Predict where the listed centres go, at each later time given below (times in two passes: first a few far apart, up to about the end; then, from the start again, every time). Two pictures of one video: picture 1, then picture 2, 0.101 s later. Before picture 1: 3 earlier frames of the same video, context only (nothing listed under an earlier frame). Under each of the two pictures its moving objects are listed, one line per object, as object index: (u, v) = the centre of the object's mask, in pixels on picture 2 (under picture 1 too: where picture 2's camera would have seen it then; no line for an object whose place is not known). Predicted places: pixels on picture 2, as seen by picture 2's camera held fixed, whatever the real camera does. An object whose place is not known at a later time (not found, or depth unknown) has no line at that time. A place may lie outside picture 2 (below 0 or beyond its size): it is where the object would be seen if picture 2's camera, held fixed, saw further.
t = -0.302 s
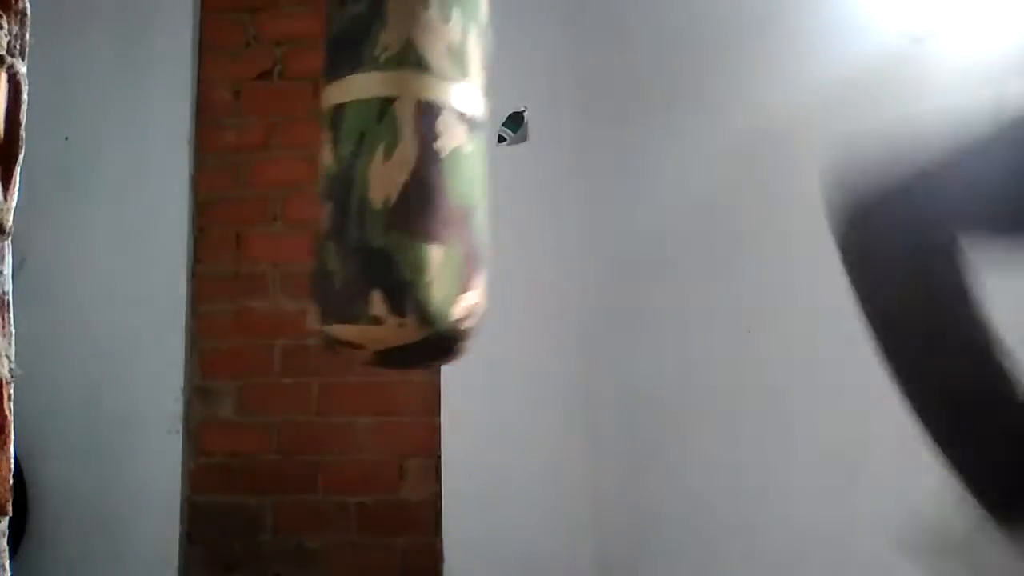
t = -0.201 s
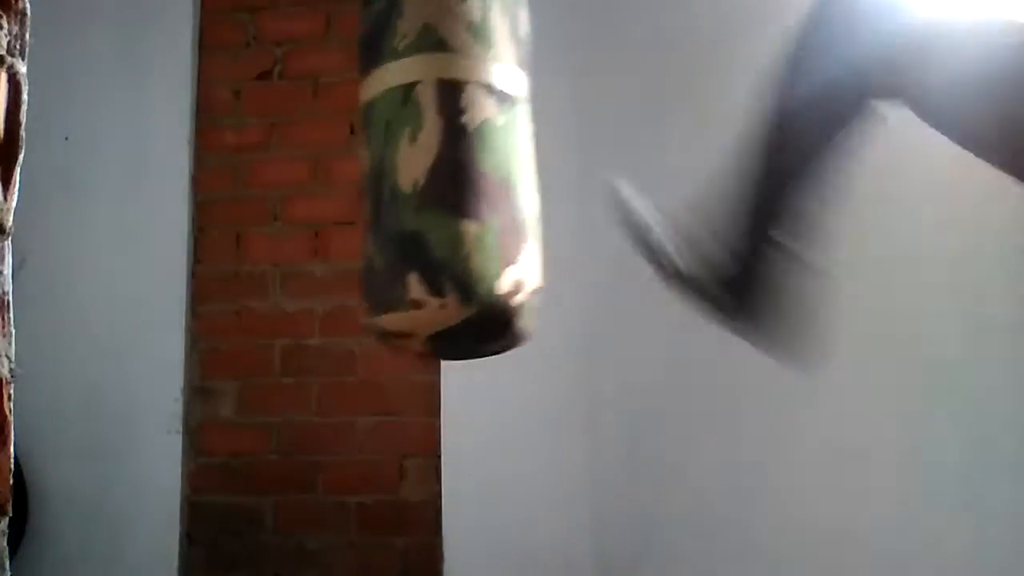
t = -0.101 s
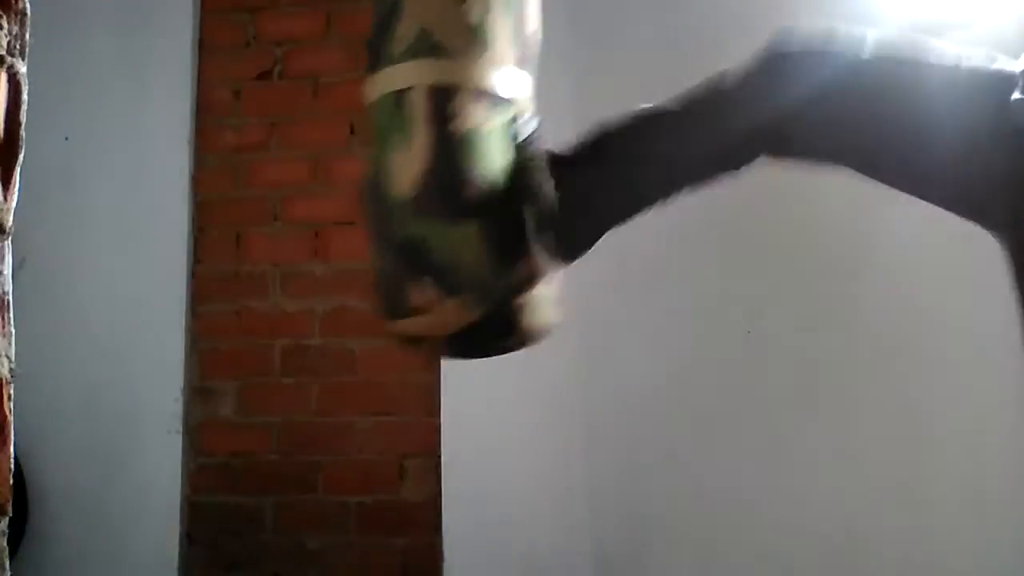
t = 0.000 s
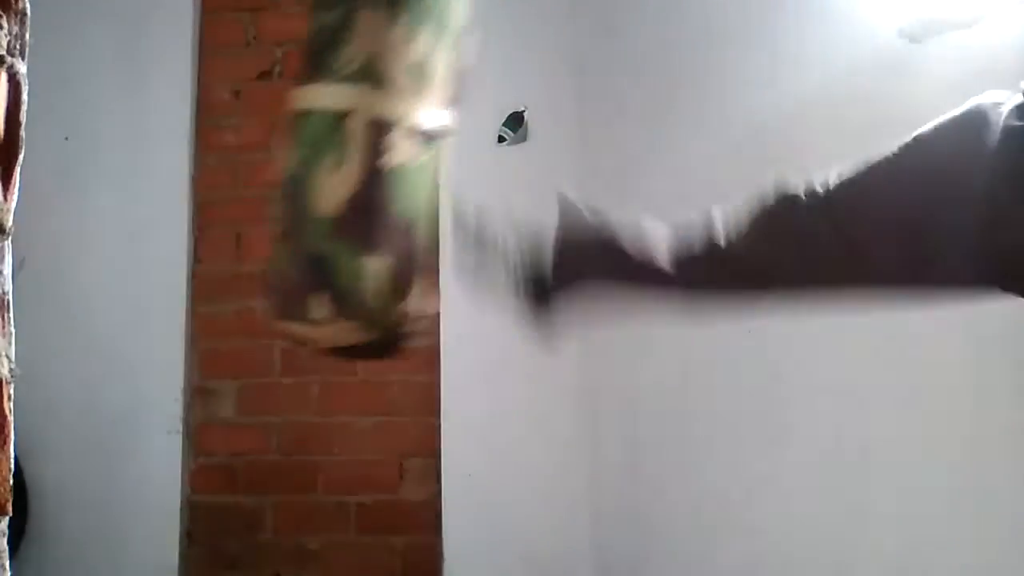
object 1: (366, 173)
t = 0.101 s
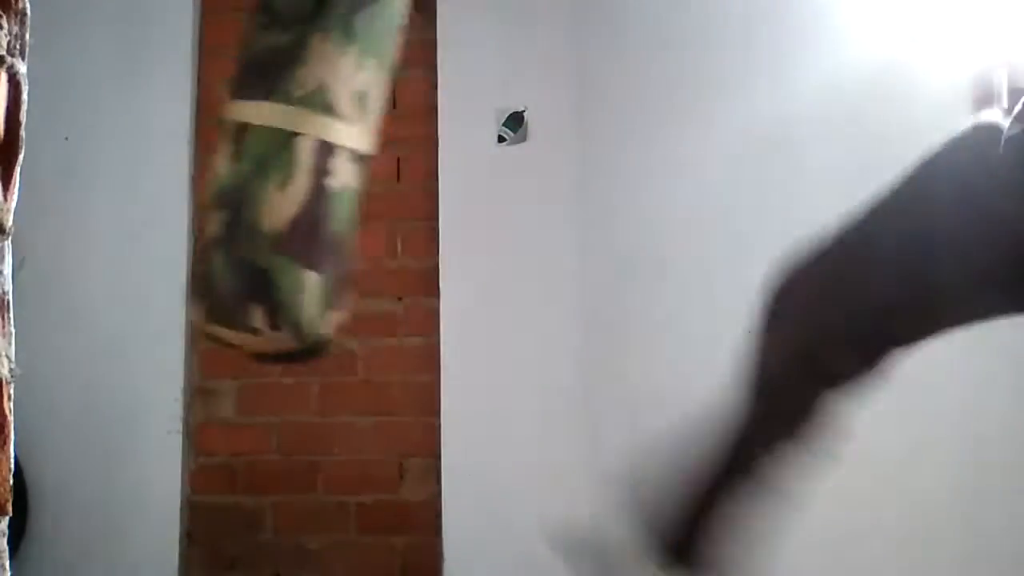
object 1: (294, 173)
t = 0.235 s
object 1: (229, 155)
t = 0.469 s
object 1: (192, 129)
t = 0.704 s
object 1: (232, 140)
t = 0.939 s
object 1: (336, 170)
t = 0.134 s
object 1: (276, 170)
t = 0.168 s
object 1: (259, 164)
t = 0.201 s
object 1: (243, 160)
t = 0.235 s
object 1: (229, 155)
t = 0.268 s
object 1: (217, 152)
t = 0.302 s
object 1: (209, 145)
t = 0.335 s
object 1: (202, 139)
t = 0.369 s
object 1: (198, 134)
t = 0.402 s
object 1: (194, 130)
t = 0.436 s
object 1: (192, 129)
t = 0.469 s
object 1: (192, 129)
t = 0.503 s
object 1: (192, 129)
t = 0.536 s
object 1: (195, 131)
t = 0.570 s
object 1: (199, 132)
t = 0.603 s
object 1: (205, 135)
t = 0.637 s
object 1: (212, 135)
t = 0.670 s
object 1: (221, 137)
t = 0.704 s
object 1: (232, 140)
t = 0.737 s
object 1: (240, 145)
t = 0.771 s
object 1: (254, 149)
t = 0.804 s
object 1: (272, 154)
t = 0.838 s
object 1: (284, 159)
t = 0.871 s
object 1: (301, 159)
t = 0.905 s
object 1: (317, 165)
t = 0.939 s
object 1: (336, 170)
